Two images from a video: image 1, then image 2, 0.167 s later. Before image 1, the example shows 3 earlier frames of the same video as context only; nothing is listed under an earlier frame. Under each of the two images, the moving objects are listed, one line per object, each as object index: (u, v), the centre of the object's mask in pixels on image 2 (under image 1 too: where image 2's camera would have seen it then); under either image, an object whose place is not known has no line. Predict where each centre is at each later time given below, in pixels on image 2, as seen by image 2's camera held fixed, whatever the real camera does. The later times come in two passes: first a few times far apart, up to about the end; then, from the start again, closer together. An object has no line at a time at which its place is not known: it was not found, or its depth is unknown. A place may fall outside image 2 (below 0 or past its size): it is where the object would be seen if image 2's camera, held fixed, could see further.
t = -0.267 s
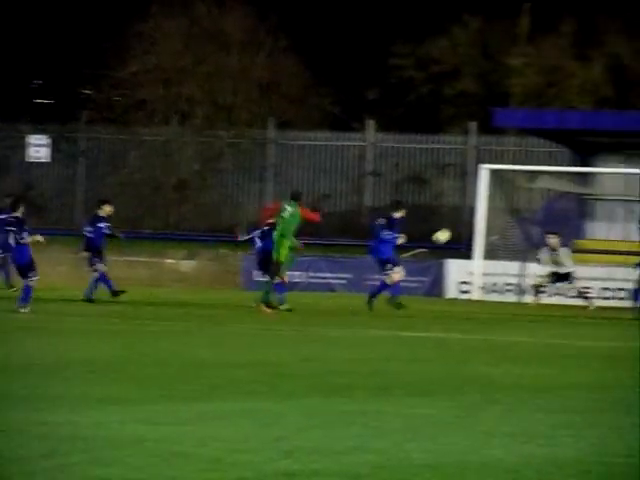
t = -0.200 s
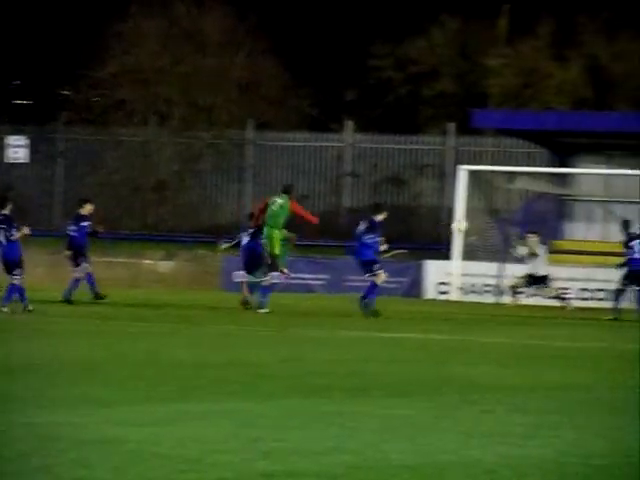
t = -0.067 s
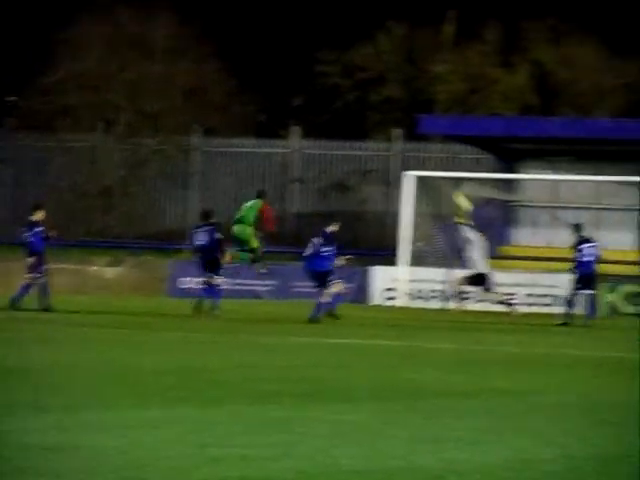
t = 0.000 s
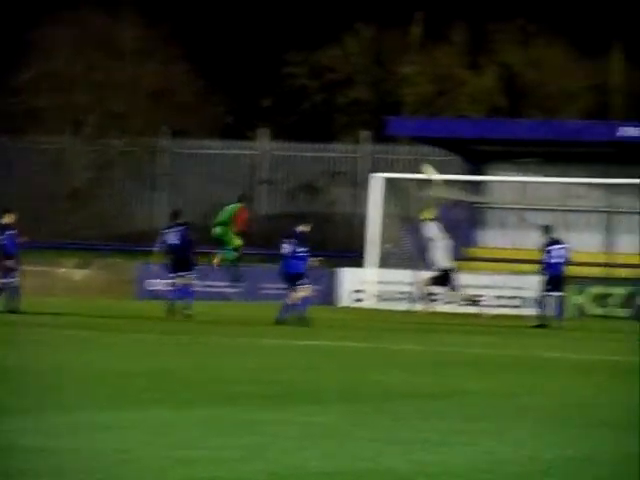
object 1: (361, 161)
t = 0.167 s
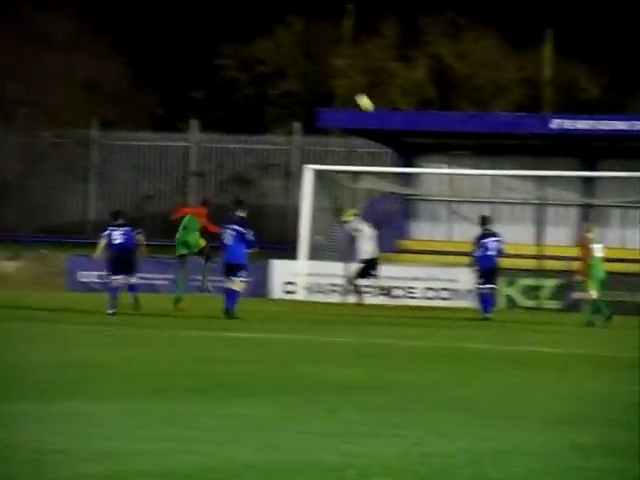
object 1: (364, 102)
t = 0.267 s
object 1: (364, 74)
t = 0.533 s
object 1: (367, 29)
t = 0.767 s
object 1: (369, 24)
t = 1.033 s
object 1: (370, 56)
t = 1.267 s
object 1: (370, 112)
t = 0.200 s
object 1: (364, 92)
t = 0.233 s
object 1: (364, 82)
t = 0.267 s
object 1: (364, 74)
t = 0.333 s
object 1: (365, 58)
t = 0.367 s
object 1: (366, 51)
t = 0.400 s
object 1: (366, 46)
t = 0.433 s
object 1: (366, 40)
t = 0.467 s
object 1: (367, 36)
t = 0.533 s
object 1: (367, 29)
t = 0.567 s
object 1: (368, 26)
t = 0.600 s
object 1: (368, 24)
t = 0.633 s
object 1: (369, 23)
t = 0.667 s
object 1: (369, 23)
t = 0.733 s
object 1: (369, 23)
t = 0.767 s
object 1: (369, 24)
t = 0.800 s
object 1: (370, 26)
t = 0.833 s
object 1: (369, 29)
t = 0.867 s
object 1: (369, 32)
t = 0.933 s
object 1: (370, 40)
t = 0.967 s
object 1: (370, 44)
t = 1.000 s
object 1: (370, 50)
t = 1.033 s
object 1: (370, 56)
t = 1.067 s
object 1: (370, 62)
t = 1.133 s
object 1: (370, 77)
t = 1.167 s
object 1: (370, 85)
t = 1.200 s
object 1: (370, 94)
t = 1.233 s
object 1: (370, 102)
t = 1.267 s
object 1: (370, 112)
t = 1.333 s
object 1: (369, 132)
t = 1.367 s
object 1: (370, 143)
